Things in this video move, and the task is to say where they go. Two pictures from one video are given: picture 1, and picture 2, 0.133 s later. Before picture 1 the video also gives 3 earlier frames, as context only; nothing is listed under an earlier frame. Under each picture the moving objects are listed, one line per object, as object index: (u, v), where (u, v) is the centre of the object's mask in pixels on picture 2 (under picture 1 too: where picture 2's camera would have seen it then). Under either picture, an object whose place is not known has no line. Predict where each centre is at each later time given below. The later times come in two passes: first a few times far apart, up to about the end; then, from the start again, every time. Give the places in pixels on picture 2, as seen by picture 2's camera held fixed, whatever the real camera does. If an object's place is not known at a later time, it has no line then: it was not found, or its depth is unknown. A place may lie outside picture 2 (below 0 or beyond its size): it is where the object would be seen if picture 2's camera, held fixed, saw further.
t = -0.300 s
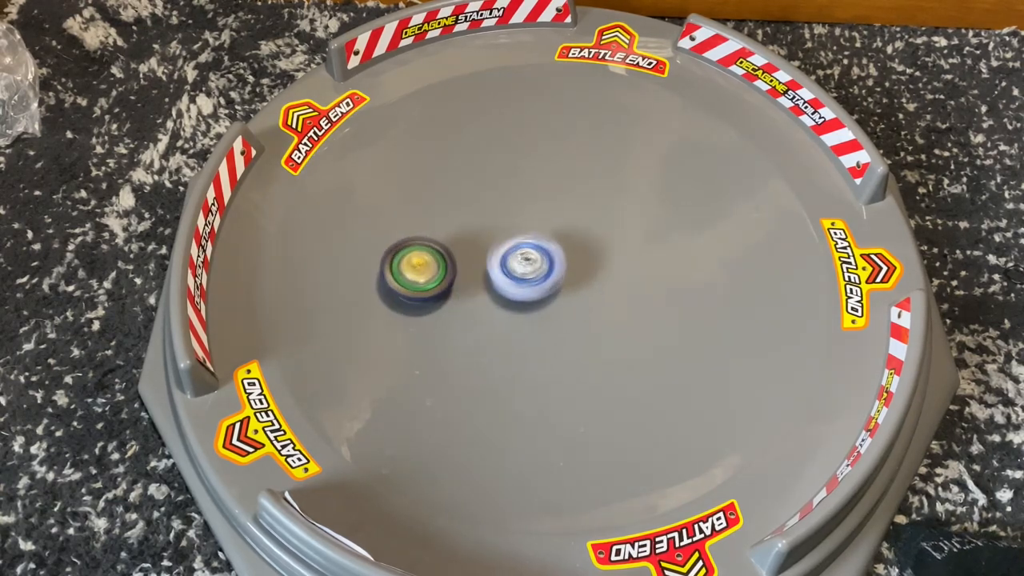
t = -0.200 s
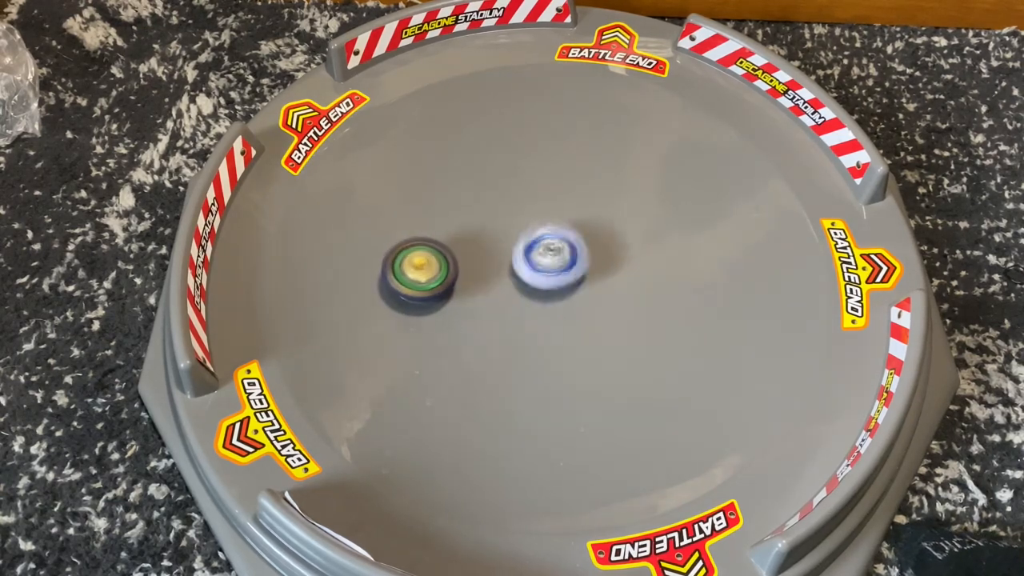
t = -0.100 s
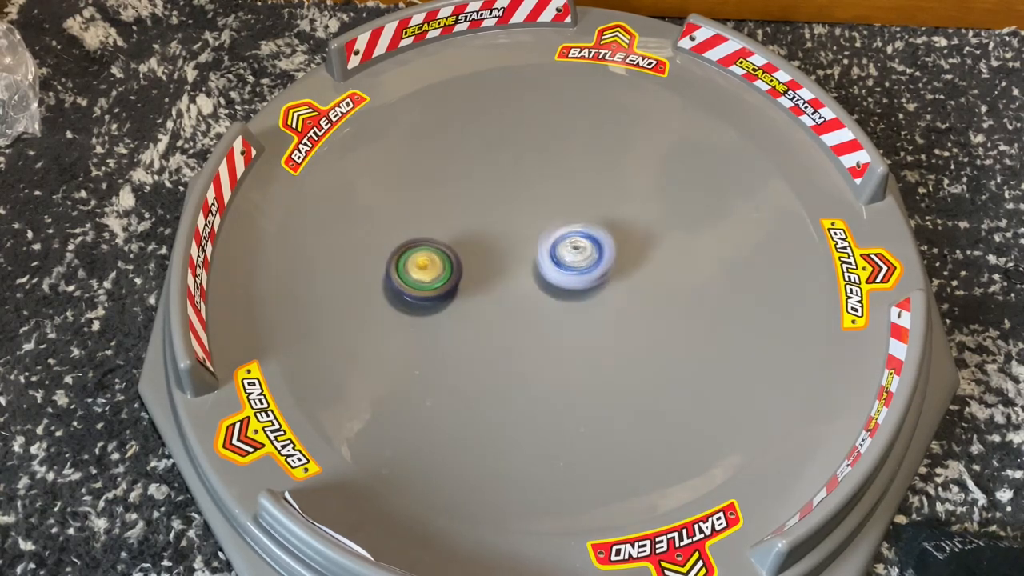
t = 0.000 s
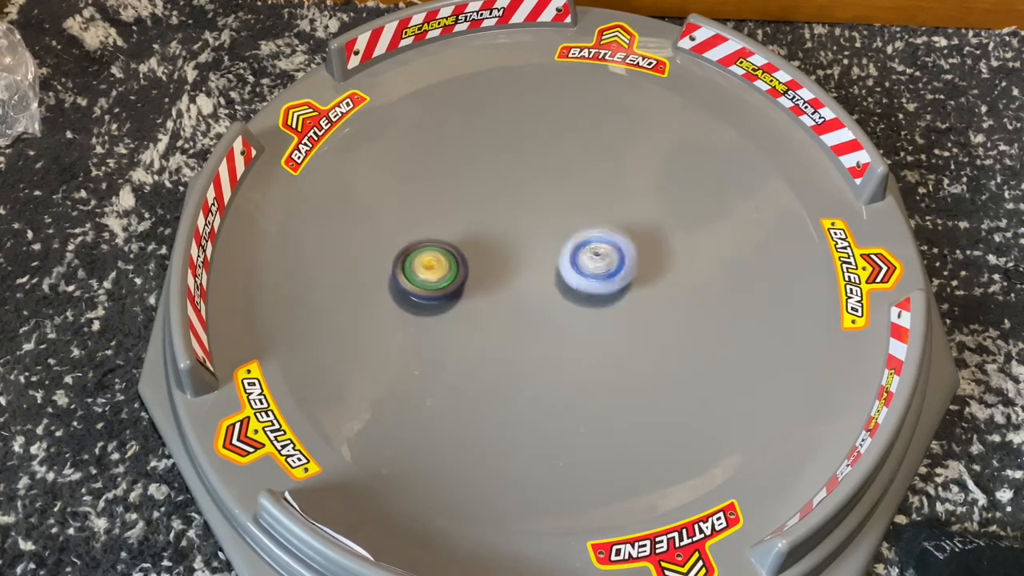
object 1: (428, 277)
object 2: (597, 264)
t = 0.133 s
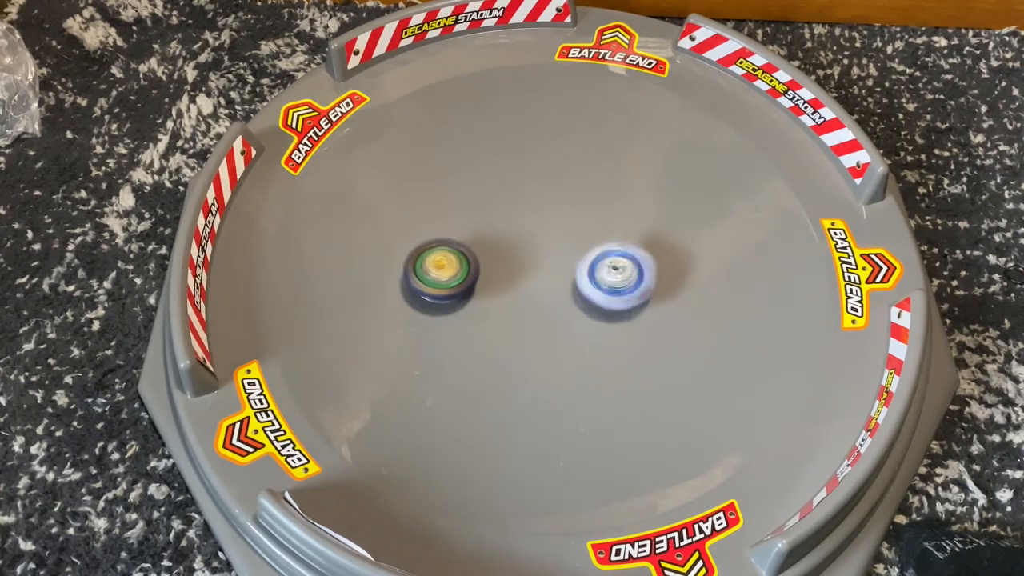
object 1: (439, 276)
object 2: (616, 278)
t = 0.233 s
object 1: (450, 275)
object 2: (616, 284)
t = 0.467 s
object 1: (477, 265)
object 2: (589, 288)
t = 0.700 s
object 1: (423, 228)
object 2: (603, 277)
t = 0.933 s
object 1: (392, 196)
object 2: (644, 257)
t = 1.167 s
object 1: (395, 188)
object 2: (662, 251)
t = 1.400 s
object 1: (403, 195)
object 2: (642, 252)
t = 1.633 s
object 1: (426, 209)
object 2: (593, 251)
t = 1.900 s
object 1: (459, 222)
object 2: (541, 246)
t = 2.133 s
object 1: (452, 222)
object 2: (557, 254)
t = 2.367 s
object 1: (469, 216)
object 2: (539, 267)
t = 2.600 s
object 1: (486, 207)
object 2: (523, 265)
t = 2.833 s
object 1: (493, 192)
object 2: (547, 282)
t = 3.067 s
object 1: (497, 181)
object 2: (557, 309)
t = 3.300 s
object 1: (501, 177)
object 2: (548, 301)
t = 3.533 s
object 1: (509, 183)
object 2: (545, 267)
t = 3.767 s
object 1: (520, 191)
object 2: (568, 240)
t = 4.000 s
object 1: (536, 198)
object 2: (590, 249)
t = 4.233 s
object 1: (554, 202)
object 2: (564, 269)
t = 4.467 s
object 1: (573, 205)
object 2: (522, 268)
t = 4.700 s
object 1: (588, 204)
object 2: (506, 247)
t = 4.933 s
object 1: (599, 205)
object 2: (536, 250)
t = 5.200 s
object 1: (604, 210)
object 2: (557, 283)
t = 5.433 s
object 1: (605, 220)
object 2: (539, 301)
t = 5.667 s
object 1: (607, 234)
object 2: (536, 271)
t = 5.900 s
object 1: (619, 241)
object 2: (543, 264)
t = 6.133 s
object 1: (627, 246)
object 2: (548, 264)
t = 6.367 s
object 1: (629, 249)
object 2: (547, 267)
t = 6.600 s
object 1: (624, 254)
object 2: (541, 269)
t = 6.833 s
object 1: (627, 257)
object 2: (530, 273)
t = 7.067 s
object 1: (671, 236)
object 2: (480, 296)
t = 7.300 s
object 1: (671, 229)
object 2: (487, 305)
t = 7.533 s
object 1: (654, 231)
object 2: (506, 296)
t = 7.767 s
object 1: (624, 254)
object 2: (516, 269)
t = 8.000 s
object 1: (573, 306)
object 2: (512, 258)
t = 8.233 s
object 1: (536, 342)
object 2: (504, 269)
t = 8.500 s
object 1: (538, 358)
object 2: (528, 280)
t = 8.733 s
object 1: (549, 355)
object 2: (544, 268)
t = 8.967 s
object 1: (551, 337)
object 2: (536, 260)
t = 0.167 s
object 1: (443, 276)
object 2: (616, 281)
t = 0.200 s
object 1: (446, 276)
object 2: (617, 284)
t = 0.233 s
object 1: (450, 275)
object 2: (616, 284)
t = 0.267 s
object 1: (453, 274)
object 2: (615, 285)
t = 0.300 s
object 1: (457, 273)
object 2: (613, 286)
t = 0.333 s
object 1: (461, 272)
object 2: (609, 286)
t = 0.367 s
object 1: (465, 271)
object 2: (607, 286)
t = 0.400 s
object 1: (469, 269)
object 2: (602, 289)
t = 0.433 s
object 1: (473, 267)
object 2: (598, 289)
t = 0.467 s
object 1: (477, 265)
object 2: (589, 288)
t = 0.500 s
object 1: (482, 263)
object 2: (583, 287)
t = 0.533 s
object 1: (486, 261)
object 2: (574, 287)
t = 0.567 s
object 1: (490, 258)
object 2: (565, 285)
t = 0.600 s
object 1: (482, 252)
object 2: (567, 282)
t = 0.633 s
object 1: (458, 243)
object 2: (581, 281)
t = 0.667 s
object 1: (440, 235)
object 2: (592, 280)
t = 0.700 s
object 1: (423, 228)
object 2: (603, 277)
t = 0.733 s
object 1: (411, 221)
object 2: (610, 273)
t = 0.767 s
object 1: (402, 215)
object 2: (615, 270)
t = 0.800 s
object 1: (398, 210)
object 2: (622, 268)
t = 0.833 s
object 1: (395, 205)
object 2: (628, 266)
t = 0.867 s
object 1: (394, 202)
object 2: (632, 260)
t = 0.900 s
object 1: (393, 198)
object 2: (638, 259)
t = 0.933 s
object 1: (392, 196)
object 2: (644, 257)
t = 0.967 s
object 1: (392, 193)
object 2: (650, 253)
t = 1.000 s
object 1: (392, 191)
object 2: (653, 252)
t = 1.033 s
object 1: (392, 190)
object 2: (656, 252)
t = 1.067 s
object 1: (393, 189)
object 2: (660, 251)
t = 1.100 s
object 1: (393, 188)
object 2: (661, 251)
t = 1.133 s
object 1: (394, 188)
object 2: (660, 251)
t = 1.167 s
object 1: (395, 188)
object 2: (662, 251)
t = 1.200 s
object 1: (395, 188)
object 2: (661, 251)
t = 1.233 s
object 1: (396, 189)
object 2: (659, 251)
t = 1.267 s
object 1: (397, 189)
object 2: (656, 253)
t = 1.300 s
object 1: (398, 190)
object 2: (654, 252)
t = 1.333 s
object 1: (399, 191)
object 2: (652, 253)
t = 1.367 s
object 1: (401, 193)
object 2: (647, 252)
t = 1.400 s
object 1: (403, 195)
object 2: (642, 252)
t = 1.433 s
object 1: (405, 197)
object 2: (638, 253)
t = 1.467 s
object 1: (408, 199)
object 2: (632, 253)
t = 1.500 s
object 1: (410, 201)
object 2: (625, 253)
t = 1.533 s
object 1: (414, 204)
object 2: (616, 253)
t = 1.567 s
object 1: (417, 205)
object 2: (608, 252)
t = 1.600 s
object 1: (421, 207)
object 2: (601, 253)
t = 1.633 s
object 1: (426, 209)
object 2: (593, 251)
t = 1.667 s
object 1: (431, 211)
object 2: (583, 252)
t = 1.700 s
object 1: (436, 213)
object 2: (575, 251)
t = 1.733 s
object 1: (441, 215)
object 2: (568, 252)
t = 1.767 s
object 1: (446, 217)
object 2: (561, 250)
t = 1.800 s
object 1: (451, 219)
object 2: (552, 250)
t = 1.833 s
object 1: (457, 220)
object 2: (544, 248)
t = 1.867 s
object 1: (462, 222)
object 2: (538, 247)
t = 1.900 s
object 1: (459, 222)
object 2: (541, 246)
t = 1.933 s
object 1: (451, 222)
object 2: (549, 245)
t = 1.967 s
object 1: (446, 222)
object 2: (553, 246)
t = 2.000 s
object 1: (444, 223)
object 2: (555, 245)
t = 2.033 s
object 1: (445, 224)
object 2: (557, 248)
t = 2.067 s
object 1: (447, 223)
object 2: (557, 250)
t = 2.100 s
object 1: (449, 222)
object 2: (558, 252)
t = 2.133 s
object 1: (452, 222)
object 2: (557, 254)
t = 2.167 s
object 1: (454, 221)
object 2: (555, 257)
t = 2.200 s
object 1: (456, 220)
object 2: (553, 257)
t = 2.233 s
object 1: (458, 219)
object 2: (549, 259)
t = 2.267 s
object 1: (461, 218)
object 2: (547, 261)
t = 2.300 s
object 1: (464, 218)
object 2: (544, 263)
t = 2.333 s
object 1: (466, 217)
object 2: (542, 266)
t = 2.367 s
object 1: (469, 216)
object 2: (539, 267)
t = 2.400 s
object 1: (471, 215)
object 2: (537, 267)
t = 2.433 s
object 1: (474, 214)
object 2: (533, 267)
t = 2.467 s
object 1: (477, 213)
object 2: (530, 266)
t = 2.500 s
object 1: (479, 212)
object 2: (526, 267)
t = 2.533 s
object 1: (481, 210)
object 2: (524, 266)
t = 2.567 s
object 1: (484, 208)
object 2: (523, 266)
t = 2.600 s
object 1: (486, 207)
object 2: (523, 265)
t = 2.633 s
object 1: (489, 206)
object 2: (523, 264)
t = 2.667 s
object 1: (490, 204)
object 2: (526, 266)
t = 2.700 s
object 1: (489, 200)
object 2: (531, 269)
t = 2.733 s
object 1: (490, 198)
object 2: (536, 272)
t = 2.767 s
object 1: (492, 196)
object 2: (540, 274)
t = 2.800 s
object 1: (493, 194)
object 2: (544, 278)
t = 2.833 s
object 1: (493, 192)
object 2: (547, 282)
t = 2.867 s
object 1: (494, 191)
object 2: (549, 286)
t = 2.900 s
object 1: (495, 188)
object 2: (551, 291)
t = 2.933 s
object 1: (496, 187)
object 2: (553, 295)
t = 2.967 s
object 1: (496, 185)
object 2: (554, 299)
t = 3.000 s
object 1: (496, 184)
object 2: (556, 304)
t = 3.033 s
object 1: (497, 182)
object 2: (556, 307)
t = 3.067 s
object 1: (497, 181)
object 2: (557, 309)
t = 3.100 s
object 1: (498, 180)
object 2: (556, 310)
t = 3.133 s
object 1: (498, 179)
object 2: (556, 310)
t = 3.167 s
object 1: (498, 178)
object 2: (554, 310)
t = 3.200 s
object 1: (499, 178)
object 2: (554, 309)
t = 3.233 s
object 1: (500, 177)
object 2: (552, 308)
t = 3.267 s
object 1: (500, 177)
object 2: (550, 304)
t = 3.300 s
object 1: (501, 177)
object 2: (548, 301)
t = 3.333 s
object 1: (502, 177)
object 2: (547, 297)
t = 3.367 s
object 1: (502, 178)
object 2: (544, 293)
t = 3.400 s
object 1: (504, 179)
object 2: (543, 287)
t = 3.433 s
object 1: (505, 179)
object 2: (542, 282)
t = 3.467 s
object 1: (506, 180)
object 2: (542, 277)
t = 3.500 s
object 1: (507, 181)
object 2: (543, 272)
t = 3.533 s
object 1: (509, 183)
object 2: (545, 267)
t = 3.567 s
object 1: (510, 184)
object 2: (547, 262)
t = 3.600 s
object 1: (512, 186)
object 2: (550, 258)
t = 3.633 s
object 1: (514, 187)
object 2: (553, 254)
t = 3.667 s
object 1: (515, 188)
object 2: (556, 250)
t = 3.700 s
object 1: (517, 189)
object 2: (559, 245)
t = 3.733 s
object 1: (519, 190)
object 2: (563, 243)
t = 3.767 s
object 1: (520, 191)
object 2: (568, 240)
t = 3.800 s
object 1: (521, 192)
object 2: (573, 240)
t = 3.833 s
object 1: (524, 193)
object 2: (579, 239)
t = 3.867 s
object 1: (526, 194)
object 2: (583, 240)
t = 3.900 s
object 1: (528, 195)
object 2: (587, 241)
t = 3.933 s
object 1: (531, 196)
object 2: (590, 243)
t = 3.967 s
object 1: (533, 197)
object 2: (591, 245)
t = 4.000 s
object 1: (536, 198)
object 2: (590, 249)
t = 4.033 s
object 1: (538, 198)
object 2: (590, 251)
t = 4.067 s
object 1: (541, 199)
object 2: (589, 255)
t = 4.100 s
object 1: (543, 200)
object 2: (586, 258)
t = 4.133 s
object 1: (546, 200)
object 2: (582, 262)
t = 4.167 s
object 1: (549, 201)
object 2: (576, 265)
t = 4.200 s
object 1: (552, 201)
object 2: (570, 267)
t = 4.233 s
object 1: (554, 202)
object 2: (564, 269)
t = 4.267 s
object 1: (557, 202)
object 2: (558, 271)
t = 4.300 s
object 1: (560, 202)
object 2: (552, 271)
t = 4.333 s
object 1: (563, 203)
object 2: (545, 272)
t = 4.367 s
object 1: (565, 204)
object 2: (539, 271)
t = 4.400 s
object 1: (568, 204)
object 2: (533, 270)
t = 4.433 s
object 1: (571, 205)
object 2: (527, 269)
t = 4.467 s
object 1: (573, 205)
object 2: (522, 268)
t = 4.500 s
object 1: (575, 205)
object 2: (517, 266)
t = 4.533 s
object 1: (578, 205)
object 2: (513, 264)
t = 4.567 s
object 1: (580, 205)
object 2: (509, 260)
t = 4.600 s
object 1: (582, 205)
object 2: (505, 257)
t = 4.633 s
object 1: (584, 205)
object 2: (505, 253)
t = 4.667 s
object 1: (586, 205)
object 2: (504, 250)
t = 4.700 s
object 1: (588, 204)
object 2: (506, 247)
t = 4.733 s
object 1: (590, 205)
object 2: (508, 244)
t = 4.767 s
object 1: (592, 205)
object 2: (511, 244)
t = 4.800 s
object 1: (593, 205)
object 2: (515, 243)
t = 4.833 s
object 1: (595, 205)
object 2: (521, 243)
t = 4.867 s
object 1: (596, 205)
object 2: (526, 244)
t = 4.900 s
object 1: (598, 205)
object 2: (531, 247)
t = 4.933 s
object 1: (599, 205)
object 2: (536, 250)
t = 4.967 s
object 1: (600, 205)
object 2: (540, 253)
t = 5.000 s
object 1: (601, 205)
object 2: (543, 257)
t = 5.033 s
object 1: (602, 206)
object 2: (547, 262)
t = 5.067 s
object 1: (602, 206)
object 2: (550, 266)
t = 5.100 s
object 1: (603, 207)
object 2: (552, 271)
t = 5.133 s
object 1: (603, 208)
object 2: (554, 275)
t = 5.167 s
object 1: (604, 209)
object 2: (556, 278)
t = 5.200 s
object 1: (604, 210)
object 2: (557, 283)
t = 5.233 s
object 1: (604, 211)
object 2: (558, 287)
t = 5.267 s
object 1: (605, 212)
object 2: (557, 291)
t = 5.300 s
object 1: (605, 214)
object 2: (555, 295)
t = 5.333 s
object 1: (605, 215)
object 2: (552, 298)
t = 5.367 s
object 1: (605, 217)
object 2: (548, 301)
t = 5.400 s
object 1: (605, 219)
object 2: (544, 301)
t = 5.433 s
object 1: (605, 220)
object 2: (539, 301)
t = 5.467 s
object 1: (605, 222)
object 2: (536, 299)
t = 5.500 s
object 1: (605, 224)
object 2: (532, 296)
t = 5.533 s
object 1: (605, 226)
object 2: (531, 291)
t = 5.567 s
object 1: (606, 228)
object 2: (530, 286)
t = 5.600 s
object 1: (606, 230)
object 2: (531, 281)
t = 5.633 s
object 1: (607, 232)
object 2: (533, 276)
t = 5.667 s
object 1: (607, 234)
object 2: (536, 271)
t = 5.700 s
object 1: (609, 236)
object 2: (539, 267)
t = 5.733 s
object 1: (611, 236)
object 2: (541, 265)
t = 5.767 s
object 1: (613, 236)
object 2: (542, 265)
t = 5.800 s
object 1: (614, 237)
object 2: (543, 264)
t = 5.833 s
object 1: (616, 239)
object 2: (543, 264)
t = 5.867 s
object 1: (617, 240)
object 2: (543, 264)
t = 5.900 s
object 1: (619, 241)
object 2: (543, 264)
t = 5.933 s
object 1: (620, 242)
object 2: (543, 263)
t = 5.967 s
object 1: (622, 242)
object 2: (543, 261)
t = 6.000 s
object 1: (623, 244)
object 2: (544, 260)
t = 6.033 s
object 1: (624, 244)
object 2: (545, 260)
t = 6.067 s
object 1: (625, 245)
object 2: (547, 261)
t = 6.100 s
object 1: (627, 245)
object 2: (548, 263)
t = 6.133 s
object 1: (627, 246)
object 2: (548, 264)
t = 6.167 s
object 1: (628, 246)
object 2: (547, 265)
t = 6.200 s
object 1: (628, 247)
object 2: (546, 265)
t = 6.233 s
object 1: (629, 247)
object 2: (546, 265)
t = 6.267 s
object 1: (629, 248)
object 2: (545, 266)
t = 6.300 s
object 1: (629, 248)
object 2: (545, 265)
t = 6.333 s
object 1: (629, 248)
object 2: (546, 267)
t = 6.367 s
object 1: (629, 249)
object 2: (547, 267)
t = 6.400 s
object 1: (628, 249)
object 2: (546, 268)
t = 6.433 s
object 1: (628, 250)
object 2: (545, 269)
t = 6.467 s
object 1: (628, 251)
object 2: (544, 270)
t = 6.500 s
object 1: (627, 251)
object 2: (542, 270)
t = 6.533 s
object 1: (626, 252)
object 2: (541, 270)
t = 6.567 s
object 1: (625, 253)
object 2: (541, 270)
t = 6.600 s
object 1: (624, 254)
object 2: (541, 269)
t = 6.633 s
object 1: (623, 255)
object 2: (542, 269)
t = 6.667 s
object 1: (622, 256)
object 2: (542, 270)
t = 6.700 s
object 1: (621, 258)
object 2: (540, 270)
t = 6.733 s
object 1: (620, 259)
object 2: (540, 269)
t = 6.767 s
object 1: (619, 260)
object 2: (539, 268)
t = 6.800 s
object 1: (618, 262)
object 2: (539, 267)
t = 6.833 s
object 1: (627, 257)
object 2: (530, 273)
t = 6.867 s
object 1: (644, 251)
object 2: (516, 279)
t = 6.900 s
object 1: (655, 246)
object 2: (500, 285)
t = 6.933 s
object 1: (662, 242)
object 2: (492, 287)
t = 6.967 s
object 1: (666, 239)
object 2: (486, 290)
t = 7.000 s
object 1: (668, 238)
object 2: (479, 294)
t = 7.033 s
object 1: (669, 238)
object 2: (477, 295)
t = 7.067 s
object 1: (671, 236)
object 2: (480, 296)
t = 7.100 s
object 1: (672, 235)
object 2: (478, 298)
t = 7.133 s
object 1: (673, 234)
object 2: (476, 297)
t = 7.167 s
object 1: (674, 232)
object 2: (480, 300)
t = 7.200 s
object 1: (674, 231)
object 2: (479, 302)
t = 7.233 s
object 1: (673, 230)
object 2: (479, 301)
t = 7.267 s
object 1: (672, 229)
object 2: (486, 304)
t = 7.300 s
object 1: (671, 229)
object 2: (487, 305)
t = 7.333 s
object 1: (669, 228)
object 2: (488, 304)
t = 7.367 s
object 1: (667, 228)
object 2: (496, 305)
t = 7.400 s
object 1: (665, 228)
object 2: (498, 303)
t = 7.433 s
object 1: (662, 228)
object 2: (499, 302)
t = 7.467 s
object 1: (660, 229)
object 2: (506, 299)
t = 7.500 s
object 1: (657, 230)
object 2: (506, 298)
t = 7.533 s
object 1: (654, 231)
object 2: (506, 296)
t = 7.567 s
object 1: (651, 232)
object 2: (511, 291)
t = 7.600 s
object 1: (648, 235)
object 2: (511, 291)
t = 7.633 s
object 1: (643, 237)
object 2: (511, 285)
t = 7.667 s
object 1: (639, 240)
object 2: (515, 281)
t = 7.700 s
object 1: (635, 243)
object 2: (515, 280)
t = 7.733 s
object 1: (630, 248)
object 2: (513, 273)
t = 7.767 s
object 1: (624, 254)
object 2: (516, 269)
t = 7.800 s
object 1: (618, 259)
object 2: (515, 269)
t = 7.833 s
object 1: (612, 265)
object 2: (514, 265)
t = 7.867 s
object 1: (605, 273)
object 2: (515, 263)
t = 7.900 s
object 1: (598, 281)
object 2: (514, 263)
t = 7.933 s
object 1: (589, 289)
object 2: (512, 261)
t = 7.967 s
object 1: (581, 297)
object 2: (512, 258)
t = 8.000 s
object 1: (573, 306)
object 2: (512, 258)
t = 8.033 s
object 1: (564, 314)
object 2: (508, 259)
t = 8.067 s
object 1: (556, 321)
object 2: (507, 257)
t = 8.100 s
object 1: (550, 327)
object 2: (508, 260)
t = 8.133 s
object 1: (544, 331)
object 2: (504, 262)
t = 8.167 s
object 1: (541, 336)
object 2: (506, 264)
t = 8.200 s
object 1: (538, 340)
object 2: (507, 267)
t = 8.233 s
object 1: (536, 342)
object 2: (504, 269)
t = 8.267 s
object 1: (535, 346)
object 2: (510, 272)
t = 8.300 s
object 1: (535, 348)
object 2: (511, 274)
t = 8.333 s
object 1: (535, 351)
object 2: (511, 275)
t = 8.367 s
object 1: (535, 353)
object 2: (518, 278)
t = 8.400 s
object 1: (535, 354)
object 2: (519, 279)
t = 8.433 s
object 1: (536, 356)
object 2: (522, 278)
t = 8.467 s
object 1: (537, 357)
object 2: (528, 279)
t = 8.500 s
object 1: (538, 358)
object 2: (528, 280)
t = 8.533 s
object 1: (540, 359)
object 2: (533, 277)
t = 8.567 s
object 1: (542, 359)
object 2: (536, 277)
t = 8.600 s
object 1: (543, 358)
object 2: (536, 276)
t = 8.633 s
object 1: (545, 358)
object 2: (541, 272)
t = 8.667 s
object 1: (546, 357)
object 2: (540, 273)
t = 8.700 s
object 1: (548, 357)
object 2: (541, 270)
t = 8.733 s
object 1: (549, 355)
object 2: (544, 268)
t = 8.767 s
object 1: (551, 353)
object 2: (541, 269)
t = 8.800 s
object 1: (552, 351)
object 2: (542, 264)
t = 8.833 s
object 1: (552, 349)
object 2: (543, 263)
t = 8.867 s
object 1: (553, 346)
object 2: (540, 264)
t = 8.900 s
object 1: (552, 343)
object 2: (540, 260)
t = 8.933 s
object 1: (552, 340)
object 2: (540, 261)
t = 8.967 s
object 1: (551, 337)
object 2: (536, 260)
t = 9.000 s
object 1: (550, 333)
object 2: (536, 257)
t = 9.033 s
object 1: (548, 329)
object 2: (534, 257)
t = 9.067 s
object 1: (547, 326)
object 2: (529, 256)
